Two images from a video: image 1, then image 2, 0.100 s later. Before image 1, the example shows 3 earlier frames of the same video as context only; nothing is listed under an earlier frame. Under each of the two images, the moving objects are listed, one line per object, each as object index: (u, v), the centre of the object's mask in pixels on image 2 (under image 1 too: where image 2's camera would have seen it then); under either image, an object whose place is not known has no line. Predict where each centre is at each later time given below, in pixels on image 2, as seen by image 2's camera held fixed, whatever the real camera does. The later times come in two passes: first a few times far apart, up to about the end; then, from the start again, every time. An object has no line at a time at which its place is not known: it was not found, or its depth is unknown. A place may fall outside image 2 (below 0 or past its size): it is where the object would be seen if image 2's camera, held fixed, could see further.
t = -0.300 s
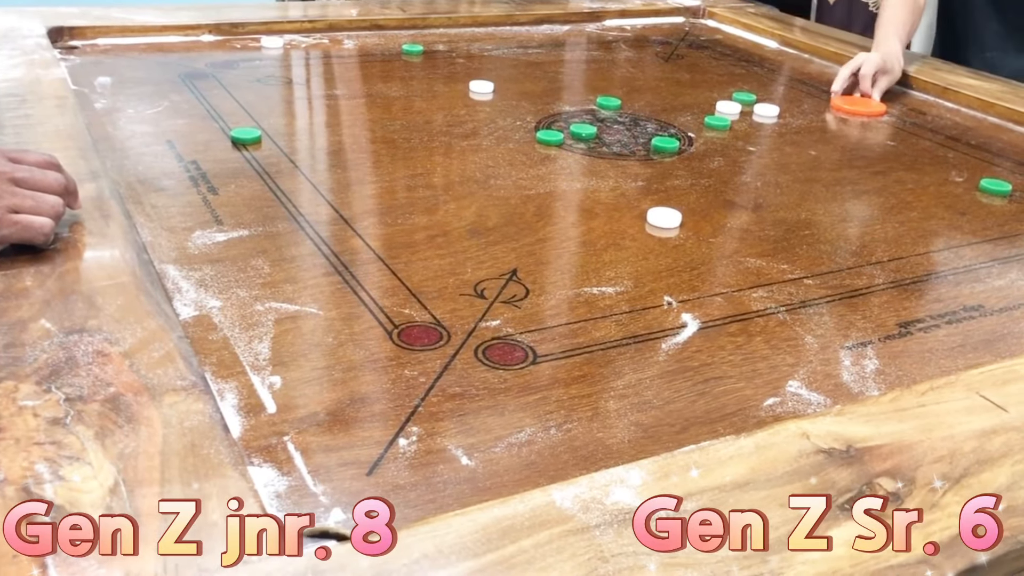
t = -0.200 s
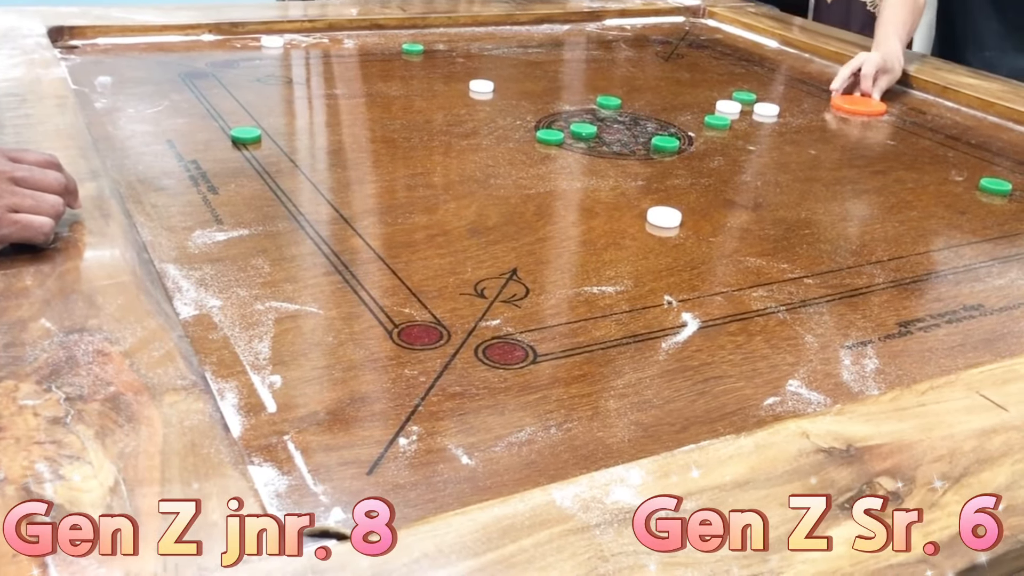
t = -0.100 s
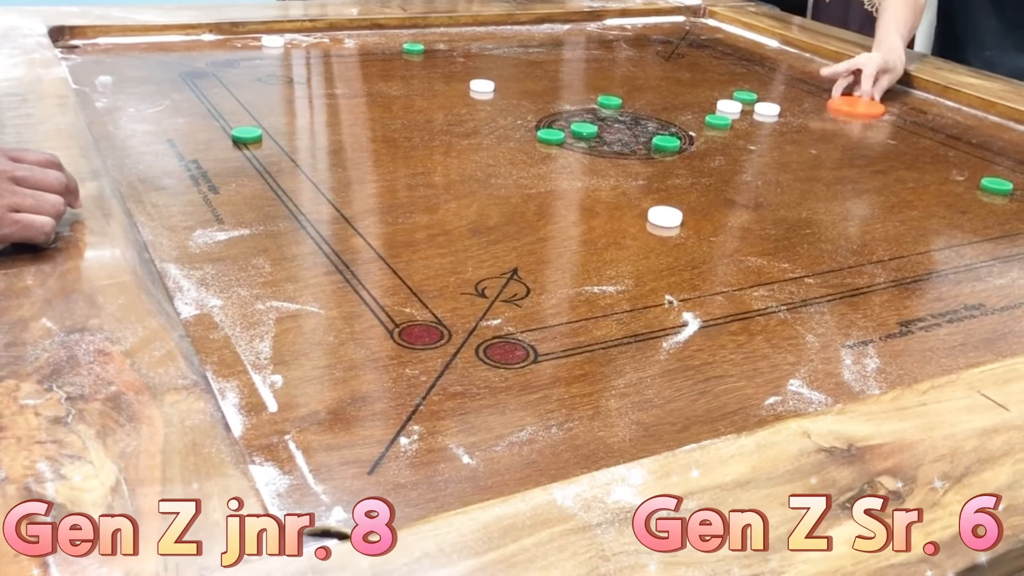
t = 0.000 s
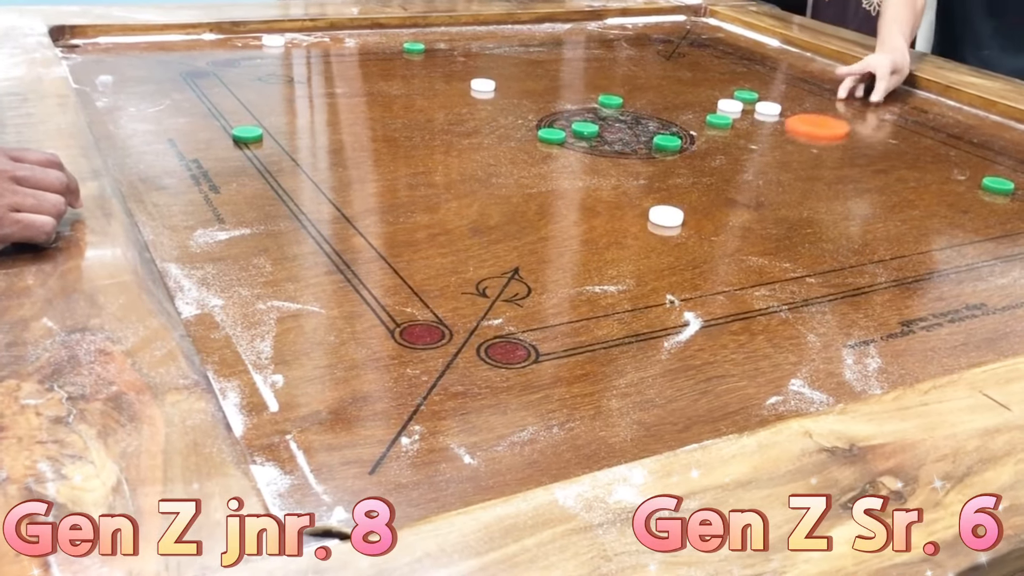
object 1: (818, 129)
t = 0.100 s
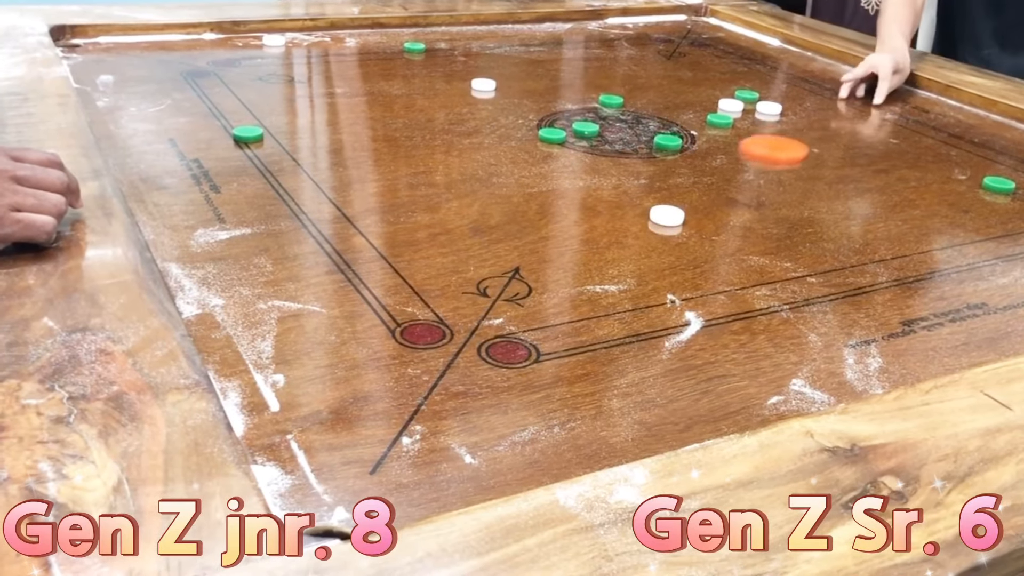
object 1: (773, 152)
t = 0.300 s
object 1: (675, 200)
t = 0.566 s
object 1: (555, 246)
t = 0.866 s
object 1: (448, 281)
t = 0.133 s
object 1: (758, 159)
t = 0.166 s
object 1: (741, 168)
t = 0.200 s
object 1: (725, 178)
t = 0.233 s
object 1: (707, 186)
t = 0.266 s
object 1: (691, 194)
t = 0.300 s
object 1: (675, 200)
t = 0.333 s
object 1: (657, 208)
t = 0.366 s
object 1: (643, 214)
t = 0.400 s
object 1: (628, 219)
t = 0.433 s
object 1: (613, 225)
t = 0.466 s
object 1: (599, 230)
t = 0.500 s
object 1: (584, 235)
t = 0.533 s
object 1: (569, 240)
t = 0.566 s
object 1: (555, 246)
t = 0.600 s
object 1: (541, 250)
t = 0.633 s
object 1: (528, 255)
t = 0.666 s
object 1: (514, 259)
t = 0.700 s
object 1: (502, 263)
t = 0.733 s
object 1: (491, 267)
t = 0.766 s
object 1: (479, 271)
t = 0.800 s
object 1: (468, 275)
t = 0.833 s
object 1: (457, 279)
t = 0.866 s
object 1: (448, 281)
